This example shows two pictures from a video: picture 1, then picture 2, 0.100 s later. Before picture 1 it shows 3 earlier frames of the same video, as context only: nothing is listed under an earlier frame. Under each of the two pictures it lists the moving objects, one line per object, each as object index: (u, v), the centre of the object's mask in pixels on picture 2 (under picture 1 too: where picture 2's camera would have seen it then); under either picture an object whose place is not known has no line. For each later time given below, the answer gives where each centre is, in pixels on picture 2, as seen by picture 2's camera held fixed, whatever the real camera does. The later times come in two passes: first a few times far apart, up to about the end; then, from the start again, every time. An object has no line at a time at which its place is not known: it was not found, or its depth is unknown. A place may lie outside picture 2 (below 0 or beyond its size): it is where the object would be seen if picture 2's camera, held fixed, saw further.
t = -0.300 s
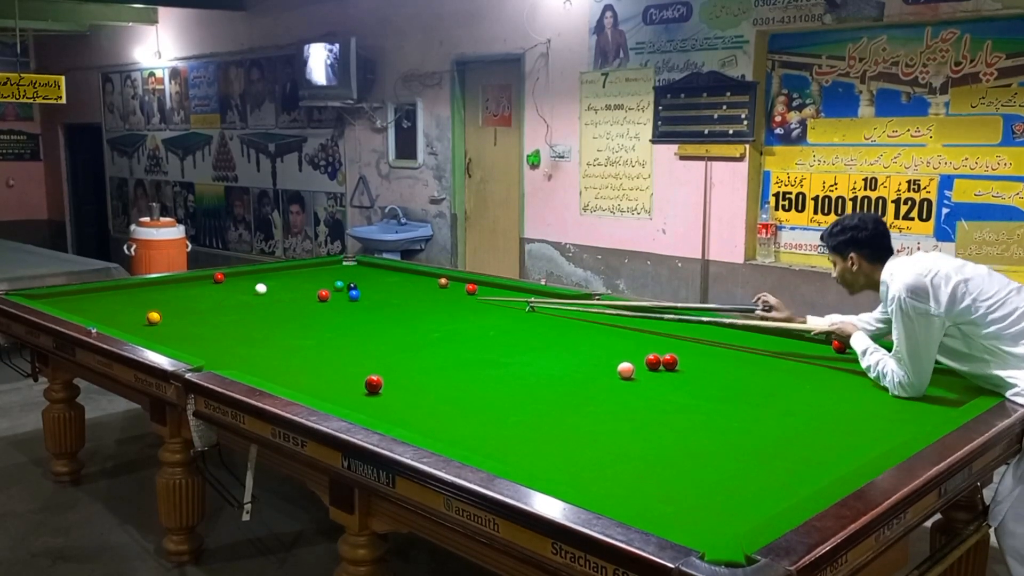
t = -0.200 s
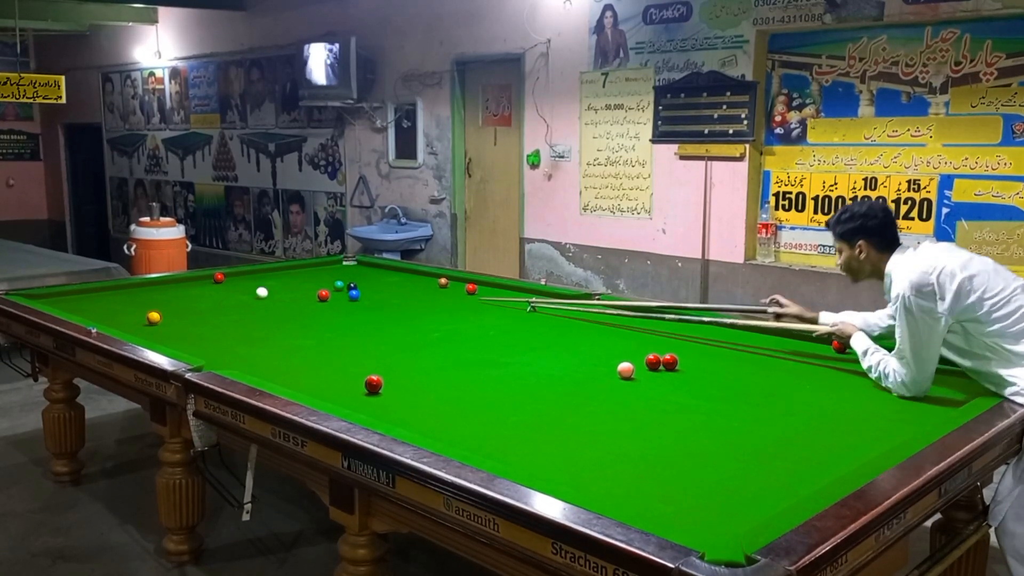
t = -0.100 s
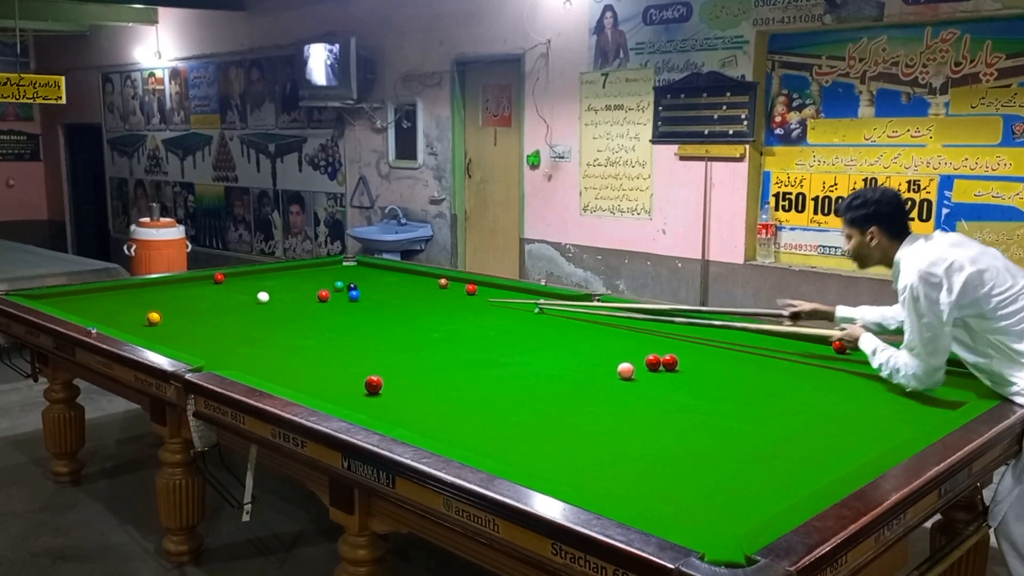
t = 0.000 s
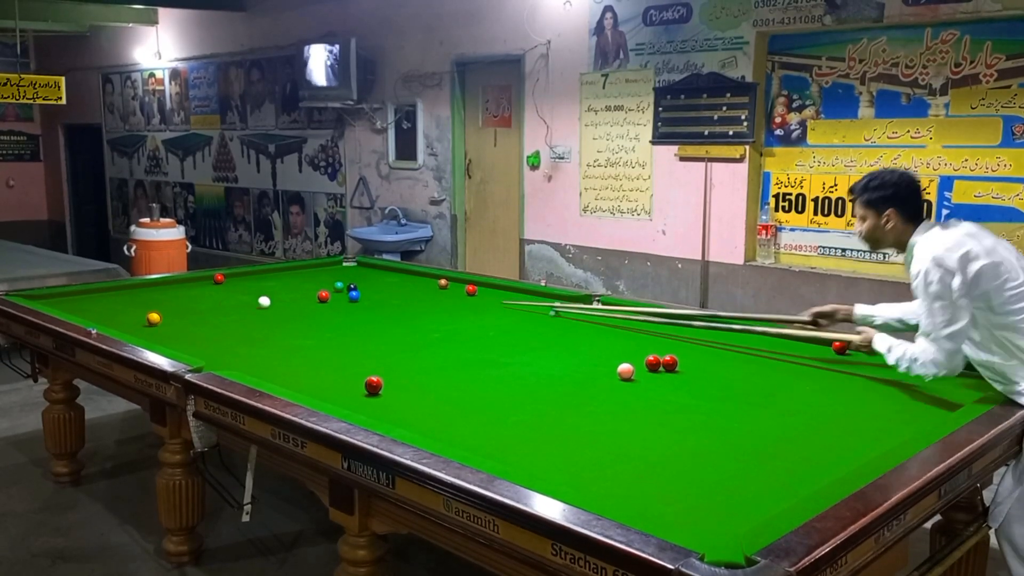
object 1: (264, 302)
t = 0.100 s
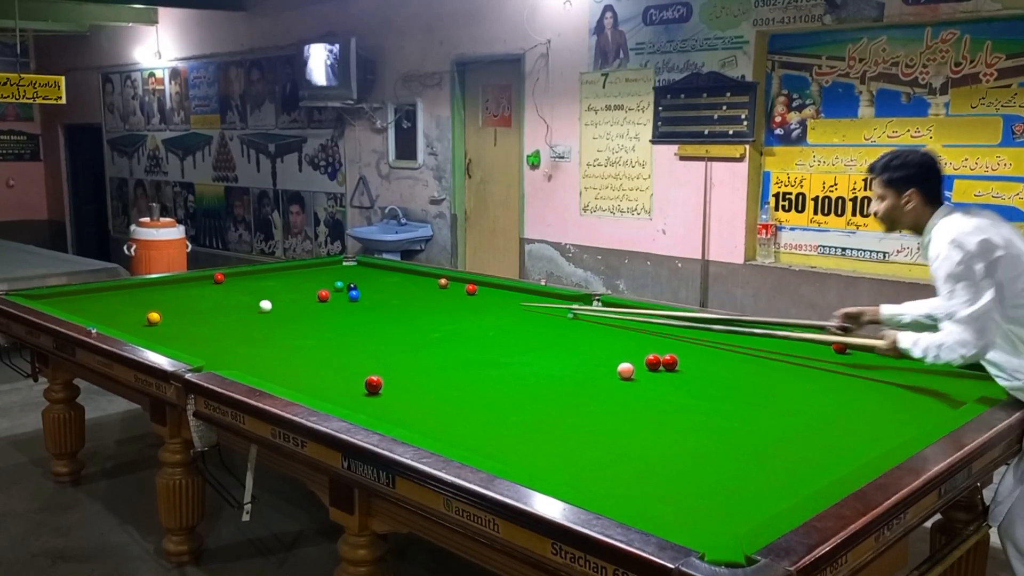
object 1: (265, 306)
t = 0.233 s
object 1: (267, 312)
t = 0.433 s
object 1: (270, 322)
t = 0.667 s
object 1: (274, 335)
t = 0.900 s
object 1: (279, 349)
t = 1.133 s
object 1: (285, 364)
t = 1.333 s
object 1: (290, 379)
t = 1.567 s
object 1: (309, 390)
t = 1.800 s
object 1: (353, 399)
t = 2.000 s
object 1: (391, 403)
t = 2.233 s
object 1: (435, 409)
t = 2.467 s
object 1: (478, 414)
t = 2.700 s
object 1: (520, 419)
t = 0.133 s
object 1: (265, 308)
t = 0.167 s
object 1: (266, 309)
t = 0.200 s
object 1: (266, 311)
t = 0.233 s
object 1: (267, 312)
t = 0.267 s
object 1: (268, 314)
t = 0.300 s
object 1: (268, 316)
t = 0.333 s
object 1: (268, 317)
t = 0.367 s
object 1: (269, 319)
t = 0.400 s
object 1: (269, 321)
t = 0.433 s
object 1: (270, 322)
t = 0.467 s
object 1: (271, 324)
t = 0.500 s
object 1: (271, 326)
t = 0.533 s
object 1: (272, 328)
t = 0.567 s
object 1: (272, 329)
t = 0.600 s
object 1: (273, 331)
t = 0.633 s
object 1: (274, 333)
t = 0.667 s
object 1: (274, 335)
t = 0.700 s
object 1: (275, 337)
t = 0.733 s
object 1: (276, 339)
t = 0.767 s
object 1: (276, 341)
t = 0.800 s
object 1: (277, 343)
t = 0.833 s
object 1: (278, 345)
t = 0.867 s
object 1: (278, 347)
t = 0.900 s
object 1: (279, 349)
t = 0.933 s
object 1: (280, 351)
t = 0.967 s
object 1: (280, 353)
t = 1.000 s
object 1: (281, 355)
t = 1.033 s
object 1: (282, 358)
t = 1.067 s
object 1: (283, 360)
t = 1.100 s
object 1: (284, 362)
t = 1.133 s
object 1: (285, 364)
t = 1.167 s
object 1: (285, 367)
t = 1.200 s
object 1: (286, 369)
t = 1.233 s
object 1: (287, 371)
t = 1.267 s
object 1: (288, 374)
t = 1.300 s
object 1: (289, 376)
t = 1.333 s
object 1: (290, 379)
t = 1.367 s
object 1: (291, 381)
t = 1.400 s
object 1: (292, 382)
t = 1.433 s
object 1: (293, 384)
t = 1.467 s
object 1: (295, 386)
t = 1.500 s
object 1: (296, 388)
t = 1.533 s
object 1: (302, 389)
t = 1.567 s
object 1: (309, 390)
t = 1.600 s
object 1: (315, 391)
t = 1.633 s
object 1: (321, 392)
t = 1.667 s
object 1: (328, 394)
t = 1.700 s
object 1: (334, 395)
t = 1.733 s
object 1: (340, 397)
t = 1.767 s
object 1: (347, 398)
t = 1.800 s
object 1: (353, 399)
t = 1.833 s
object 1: (359, 399)
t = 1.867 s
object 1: (366, 400)
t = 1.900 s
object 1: (372, 401)
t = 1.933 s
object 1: (378, 401)
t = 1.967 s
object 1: (385, 402)
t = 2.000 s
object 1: (391, 403)
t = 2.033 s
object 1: (397, 404)
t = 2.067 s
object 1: (403, 405)
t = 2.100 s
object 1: (410, 406)
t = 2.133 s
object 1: (416, 406)
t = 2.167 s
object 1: (422, 407)
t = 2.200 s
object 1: (428, 408)
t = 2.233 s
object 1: (435, 409)
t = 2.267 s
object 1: (441, 409)
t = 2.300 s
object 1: (447, 410)
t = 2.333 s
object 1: (453, 411)
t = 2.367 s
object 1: (459, 411)
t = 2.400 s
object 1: (466, 412)
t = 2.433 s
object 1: (472, 413)
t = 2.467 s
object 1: (478, 414)
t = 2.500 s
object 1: (484, 415)
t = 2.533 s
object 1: (490, 415)
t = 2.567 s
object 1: (496, 416)
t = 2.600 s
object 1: (502, 417)
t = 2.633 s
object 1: (508, 418)
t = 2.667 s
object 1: (514, 418)
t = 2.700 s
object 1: (520, 419)
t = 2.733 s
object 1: (526, 420)
